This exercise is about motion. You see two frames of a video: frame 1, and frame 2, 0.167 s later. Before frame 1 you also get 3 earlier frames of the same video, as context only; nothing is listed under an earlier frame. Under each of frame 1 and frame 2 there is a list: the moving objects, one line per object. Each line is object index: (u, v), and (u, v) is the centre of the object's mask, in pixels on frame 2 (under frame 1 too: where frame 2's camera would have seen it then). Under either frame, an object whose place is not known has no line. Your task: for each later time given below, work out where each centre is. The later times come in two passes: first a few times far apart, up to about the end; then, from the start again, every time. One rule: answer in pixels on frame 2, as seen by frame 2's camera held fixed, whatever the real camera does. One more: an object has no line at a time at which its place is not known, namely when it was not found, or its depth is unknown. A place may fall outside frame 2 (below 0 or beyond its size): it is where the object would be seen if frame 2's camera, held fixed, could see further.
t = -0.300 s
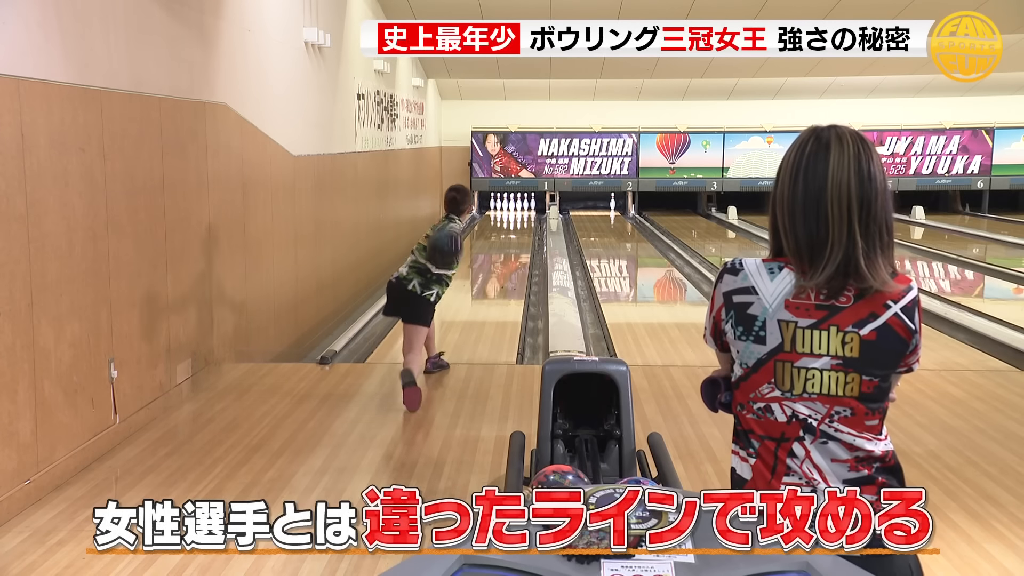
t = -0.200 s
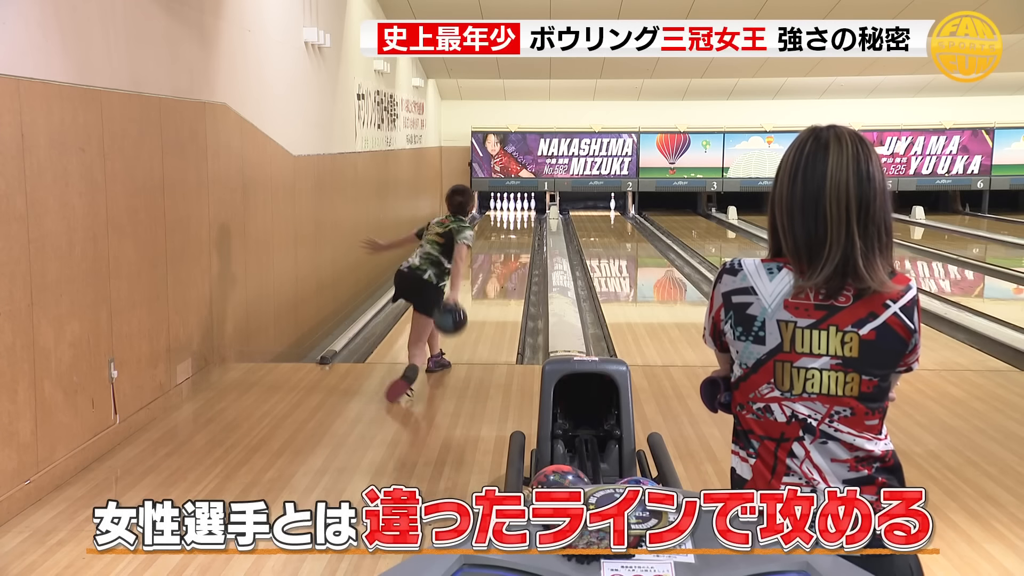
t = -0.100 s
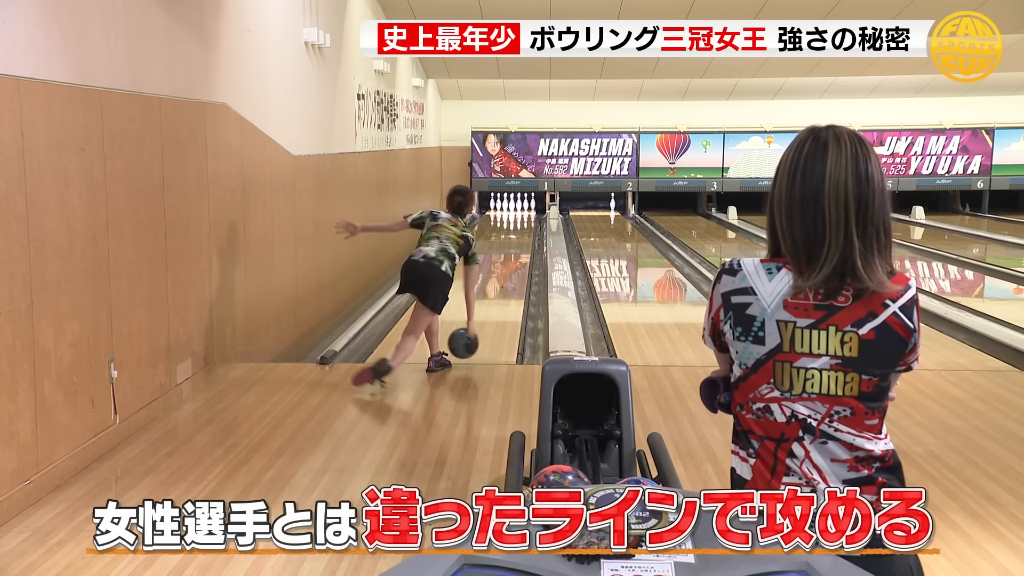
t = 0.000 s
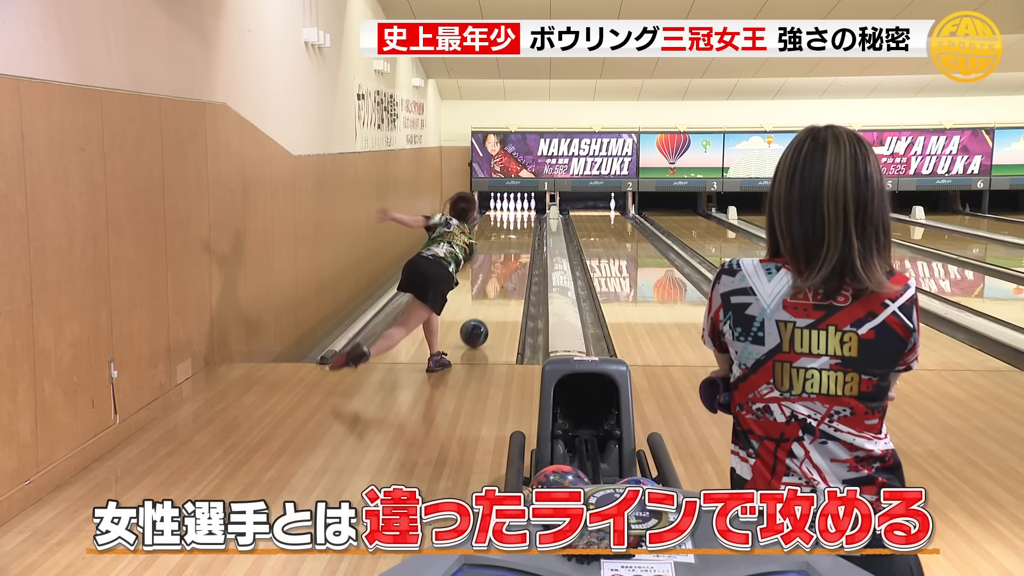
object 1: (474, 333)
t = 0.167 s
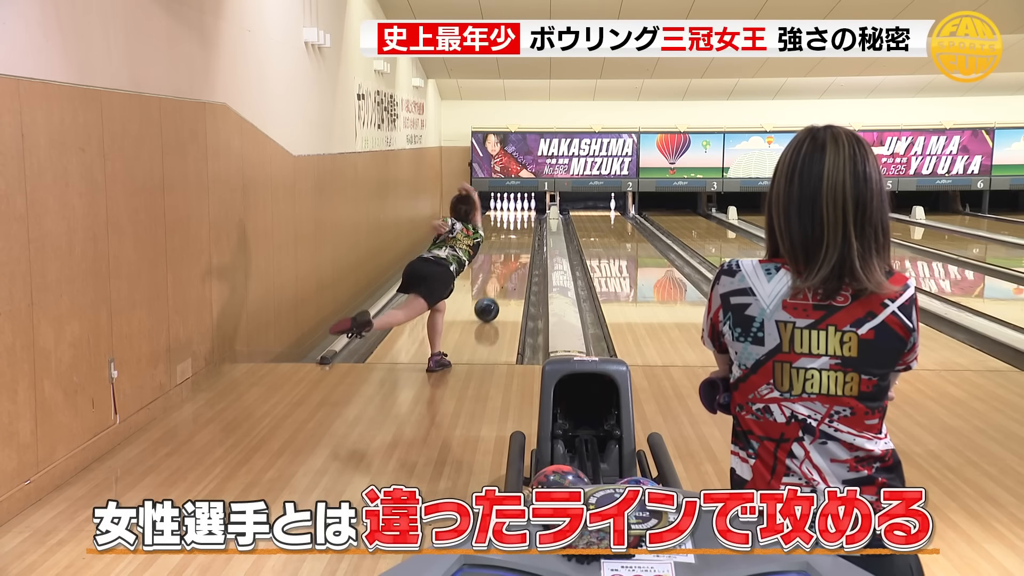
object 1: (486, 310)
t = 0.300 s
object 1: (494, 294)
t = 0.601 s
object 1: (507, 269)
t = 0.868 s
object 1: (514, 253)
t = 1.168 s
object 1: (520, 239)
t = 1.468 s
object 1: (523, 228)
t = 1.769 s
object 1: (525, 219)
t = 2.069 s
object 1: (524, 213)
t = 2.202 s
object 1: (521, 210)
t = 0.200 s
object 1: (488, 305)
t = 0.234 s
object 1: (490, 301)
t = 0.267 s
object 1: (492, 298)
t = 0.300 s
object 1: (494, 294)
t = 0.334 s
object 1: (496, 291)
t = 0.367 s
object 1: (497, 288)
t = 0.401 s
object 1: (499, 285)
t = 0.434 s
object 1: (500, 282)
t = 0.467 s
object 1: (502, 279)
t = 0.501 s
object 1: (503, 277)
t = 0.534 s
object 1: (504, 274)
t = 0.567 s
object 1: (506, 272)
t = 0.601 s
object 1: (507, 269)
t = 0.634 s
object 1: (508, 267)
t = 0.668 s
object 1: (509, 264)
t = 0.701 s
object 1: (510, 262)
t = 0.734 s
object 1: (511, 260)
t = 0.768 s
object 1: (512, 258)
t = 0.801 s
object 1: (513, 257)
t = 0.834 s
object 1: (514, 255)
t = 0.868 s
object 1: (514, 253)
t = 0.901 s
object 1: (515, 251)
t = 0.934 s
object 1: (516, 249)
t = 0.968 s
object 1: (516, 248)
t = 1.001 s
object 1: (517, 246)
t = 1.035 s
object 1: (518, 245)
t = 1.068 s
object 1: (518, 243)
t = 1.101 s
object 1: (519, 241)
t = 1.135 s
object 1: (519, 241)
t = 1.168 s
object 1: (520, 239)
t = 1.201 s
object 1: (521, 239)
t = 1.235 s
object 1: (521, 237)
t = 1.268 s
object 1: (522, 235)
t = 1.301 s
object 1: (522, 234)
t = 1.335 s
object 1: (522, 233)
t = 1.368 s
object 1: (523, 231)
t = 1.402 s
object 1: (523, 230)
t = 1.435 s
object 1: (523, 229)
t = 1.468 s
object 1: (523, 228)
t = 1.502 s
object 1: (524, 227)
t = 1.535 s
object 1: (525, 226)
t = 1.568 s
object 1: (524, 225)
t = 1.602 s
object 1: (525, 224)
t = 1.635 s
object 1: (525, 223)
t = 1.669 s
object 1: (525, 222)
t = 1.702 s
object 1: (525, 221)
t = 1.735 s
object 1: (525, 221)
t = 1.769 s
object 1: (525, 219)
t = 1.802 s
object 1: (525, 219)
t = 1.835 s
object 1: (525, 218)
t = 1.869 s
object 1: (525, 217)
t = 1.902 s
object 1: (525, 216)
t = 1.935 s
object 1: (525, 216)
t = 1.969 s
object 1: (525, 215)
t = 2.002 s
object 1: (524, 214)
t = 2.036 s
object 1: (524, 214)
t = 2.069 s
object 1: (524, 213)
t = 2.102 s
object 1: (523, 212)
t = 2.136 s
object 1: (522, 211)
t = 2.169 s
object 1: (522, 211)
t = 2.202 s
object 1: (521, 210)
